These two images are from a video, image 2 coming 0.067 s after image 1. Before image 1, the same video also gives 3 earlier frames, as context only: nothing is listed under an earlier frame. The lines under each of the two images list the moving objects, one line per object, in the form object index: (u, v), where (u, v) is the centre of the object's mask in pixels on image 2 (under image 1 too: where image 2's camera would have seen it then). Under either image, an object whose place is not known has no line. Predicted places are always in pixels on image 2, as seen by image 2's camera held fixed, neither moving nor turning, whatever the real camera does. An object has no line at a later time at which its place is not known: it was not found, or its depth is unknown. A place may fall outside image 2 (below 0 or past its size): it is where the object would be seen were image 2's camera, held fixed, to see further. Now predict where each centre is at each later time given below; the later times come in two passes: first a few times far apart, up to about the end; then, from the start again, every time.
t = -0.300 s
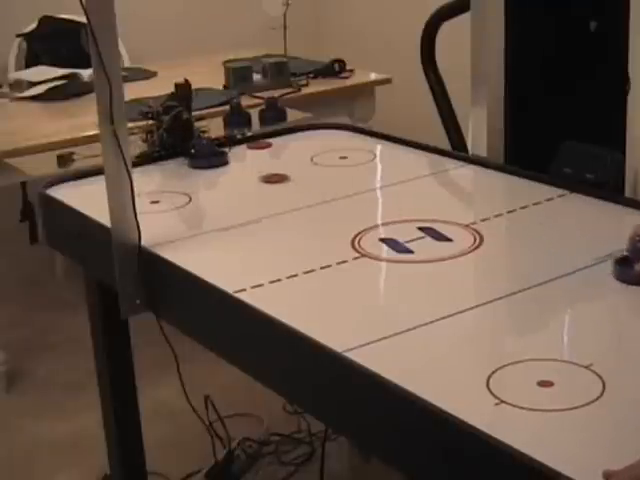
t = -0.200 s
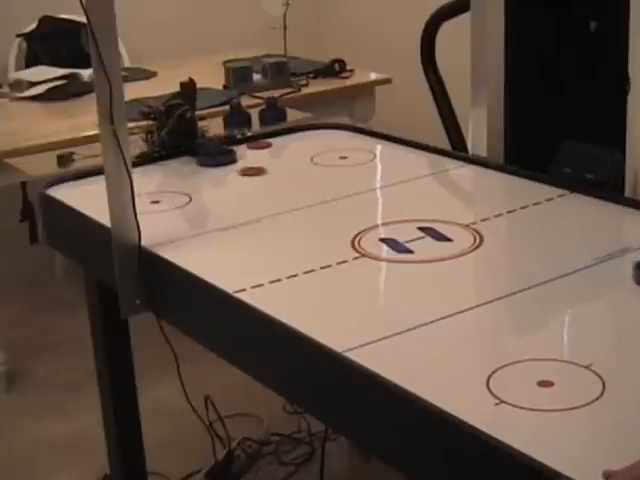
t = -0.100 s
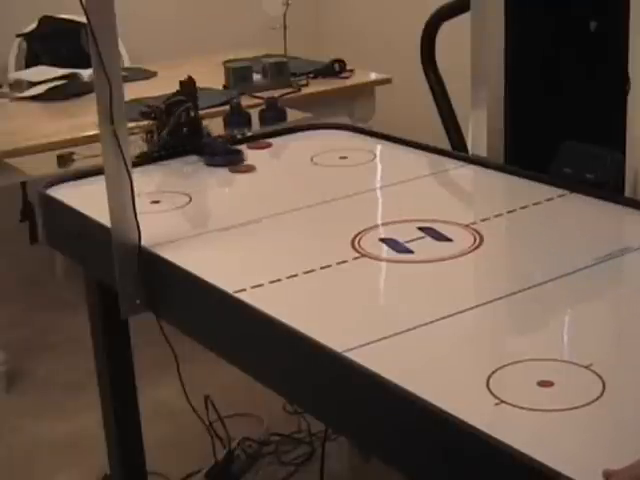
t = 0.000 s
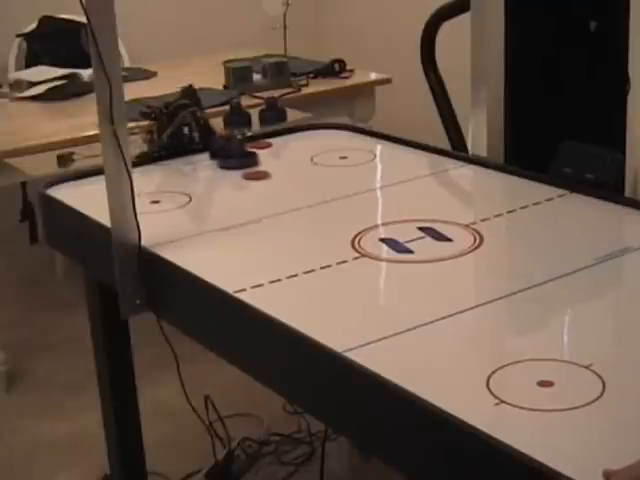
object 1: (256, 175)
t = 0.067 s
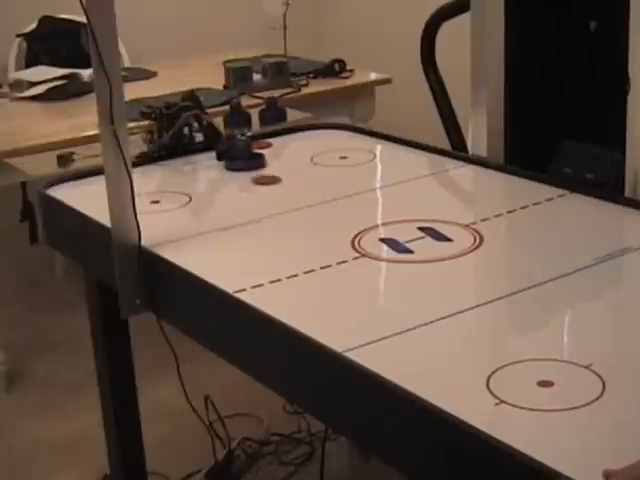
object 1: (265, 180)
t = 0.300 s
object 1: (304, 198)
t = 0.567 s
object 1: (354, 221)
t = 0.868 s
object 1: (419, 251)
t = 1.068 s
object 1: (467, 273)
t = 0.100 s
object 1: (271, 182)
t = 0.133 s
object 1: (276, 185)
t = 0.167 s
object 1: (282, 187)
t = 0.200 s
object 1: (287, 190)
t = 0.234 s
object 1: (293, 193)
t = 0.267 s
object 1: (298, 195)
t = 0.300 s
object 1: (304, 198)
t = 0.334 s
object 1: (310, 201)
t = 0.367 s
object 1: (316, 203)
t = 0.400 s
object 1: (322, 206)
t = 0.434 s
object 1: (328, 209)
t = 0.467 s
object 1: (335, 212)
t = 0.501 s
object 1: (341, 215)
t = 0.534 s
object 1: (348, 218)
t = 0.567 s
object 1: (354, 221)
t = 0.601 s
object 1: (362, 224)
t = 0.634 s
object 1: (369, 227)
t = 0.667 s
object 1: (376, 230)
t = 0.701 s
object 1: (382, 233)
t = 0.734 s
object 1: (389, 236)
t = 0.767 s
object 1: (397, 240)
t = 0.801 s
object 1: (403, 244)
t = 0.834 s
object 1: (413, 247)
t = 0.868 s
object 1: (419, 251)
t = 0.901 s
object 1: (427, 255)
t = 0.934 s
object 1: (435, 258)
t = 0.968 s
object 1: (443, 262)
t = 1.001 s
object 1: (451, 265)
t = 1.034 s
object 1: (459, 269)
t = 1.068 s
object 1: (467, 273)
